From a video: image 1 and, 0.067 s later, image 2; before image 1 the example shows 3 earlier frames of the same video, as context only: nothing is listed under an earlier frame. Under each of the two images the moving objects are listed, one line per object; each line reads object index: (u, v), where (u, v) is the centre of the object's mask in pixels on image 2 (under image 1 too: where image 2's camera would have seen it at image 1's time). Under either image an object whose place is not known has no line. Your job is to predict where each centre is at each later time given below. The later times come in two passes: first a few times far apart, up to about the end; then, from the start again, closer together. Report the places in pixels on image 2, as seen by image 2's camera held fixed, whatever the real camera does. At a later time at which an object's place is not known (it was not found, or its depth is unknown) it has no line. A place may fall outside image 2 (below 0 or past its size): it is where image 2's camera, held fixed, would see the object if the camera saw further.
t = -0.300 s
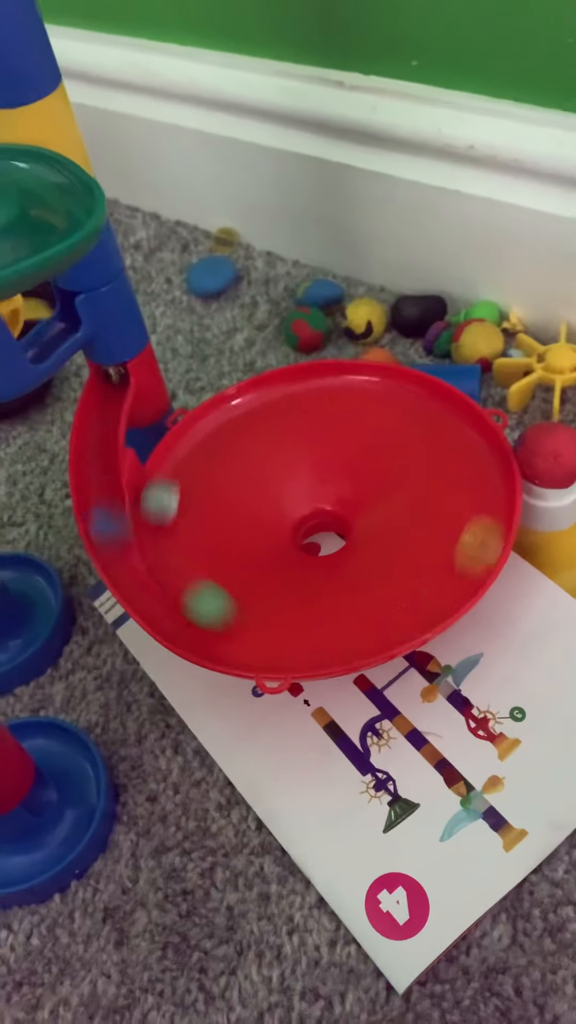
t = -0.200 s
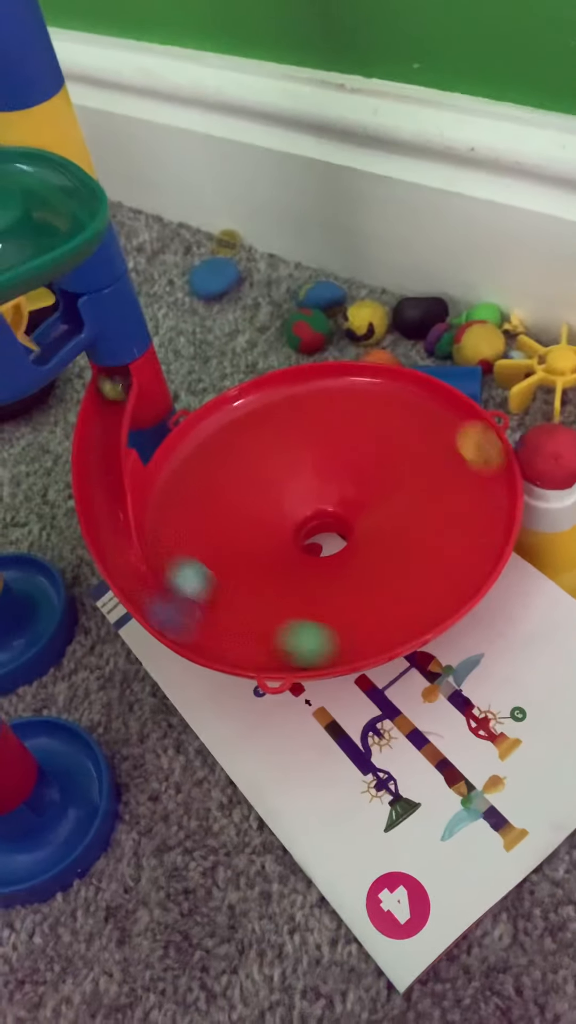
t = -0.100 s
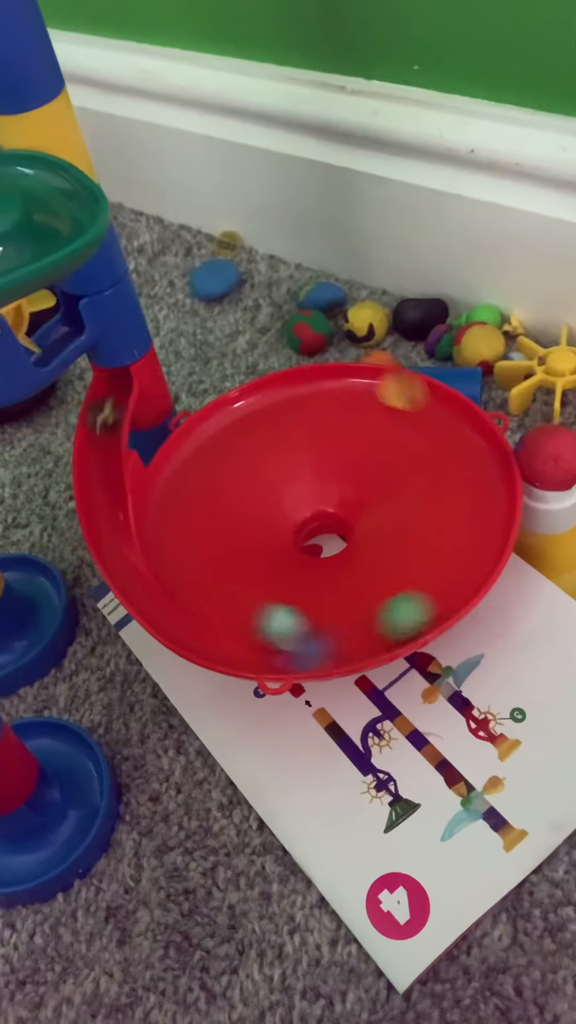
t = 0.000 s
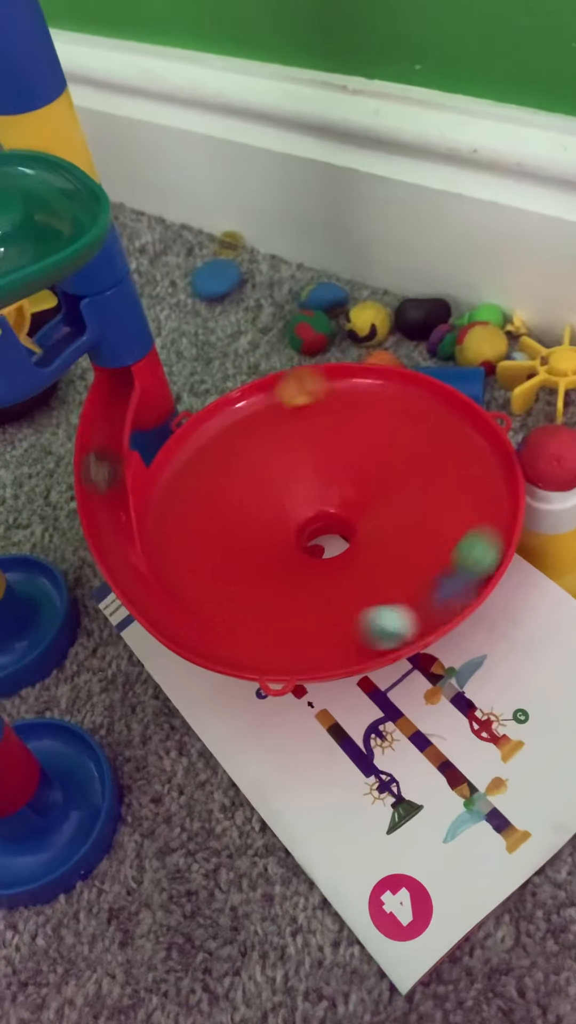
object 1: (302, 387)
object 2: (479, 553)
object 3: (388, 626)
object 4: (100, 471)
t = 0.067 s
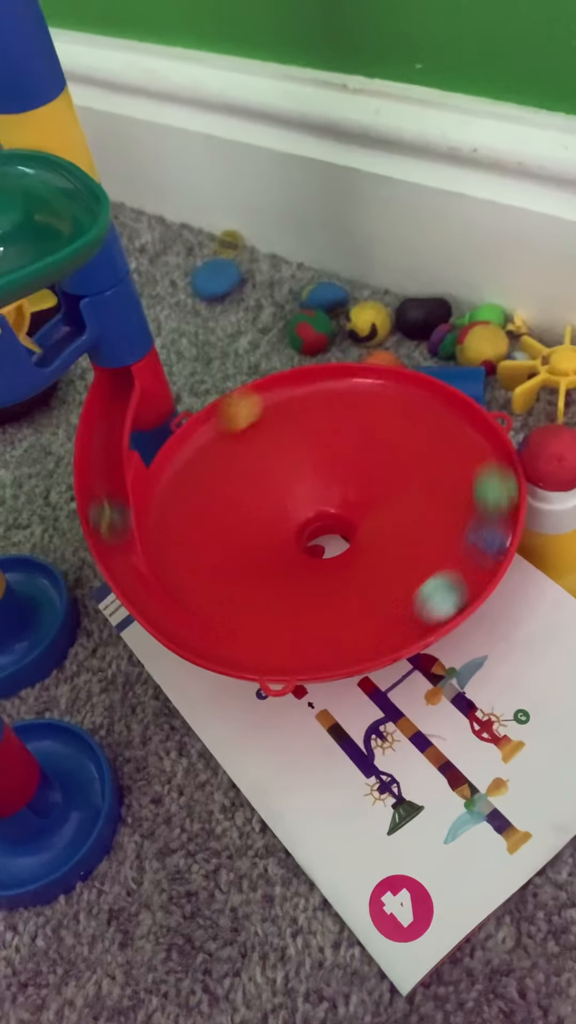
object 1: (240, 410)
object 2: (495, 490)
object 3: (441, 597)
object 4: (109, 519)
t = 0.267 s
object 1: (165, 552)
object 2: (369, 384)
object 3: (489, 463)
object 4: (281, 652)
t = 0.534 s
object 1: (388, 628)
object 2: (173, 478)
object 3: (336, 392)
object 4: (485, 450)
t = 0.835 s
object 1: (465, 425)
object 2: (304, 640)
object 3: (212, 523)
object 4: (217, 425)
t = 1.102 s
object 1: (274, 398)
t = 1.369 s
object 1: (188, 534)
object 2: (398, 391)
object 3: (404, 466)
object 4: (460, 579)
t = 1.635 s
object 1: (380, 616)
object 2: (228, 436)
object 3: (240, 474)
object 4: (444, 412)
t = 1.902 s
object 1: (478, 484)
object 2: (274, 594)
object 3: (333, 574)
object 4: (263, 404)
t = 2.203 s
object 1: (307, 416)
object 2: (482, 538)
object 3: (422, 458)
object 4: (215, 565)
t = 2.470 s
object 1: (222, 545)
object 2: (394, 427)
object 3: (269, 498)
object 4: (428, 596)
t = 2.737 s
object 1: (407, 586)
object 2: (222, 490)
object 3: (340, 584)
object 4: (466, 467)
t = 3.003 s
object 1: (460, 465)
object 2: (319, 598)
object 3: (377, 469)
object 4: (296, 431)
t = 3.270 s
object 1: (299, 451)
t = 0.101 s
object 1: (214, 430)
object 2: (490, 461)
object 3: (459, 575)
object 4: (117, 544)
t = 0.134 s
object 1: (190, 452)
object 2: (475, 435)
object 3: (474, 554)
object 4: (134, 575)
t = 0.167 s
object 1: (175, 474)
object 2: (454, 416)
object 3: (484, 531)
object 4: (160, 604)
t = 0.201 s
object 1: (165, 498)
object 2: (428, 399)
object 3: (491, 508)
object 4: (191, 630)
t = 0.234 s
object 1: (161, 526)
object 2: (400, 388)
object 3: (493, 483)
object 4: (235, 648)
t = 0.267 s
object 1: (165, 552)
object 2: (369, 384)
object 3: (489, 463)
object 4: (281, 652)
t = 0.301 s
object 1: (178, 577)
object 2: (337, 383)
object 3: (479, 445)
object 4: (330, 649)
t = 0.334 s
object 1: (198, 599)
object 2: (306, 385)
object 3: (465, 428)
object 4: (381, 634)
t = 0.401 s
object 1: (253, 633)
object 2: (250, 404)
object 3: (428, 406)
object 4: (460, 584)
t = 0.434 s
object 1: (288, 646)
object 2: (225, 419)
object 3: (406, 398)
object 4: (483, 549)
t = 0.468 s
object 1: (323, 650)
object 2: (204, 435)
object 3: (384, 392)
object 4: (496, 515)
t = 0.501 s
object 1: (357, 644)
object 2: (186, 456)
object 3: (360, 390)
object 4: (498, 481)
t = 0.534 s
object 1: (388, 628)
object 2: (173, 478)
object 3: (336, 392)
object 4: (485, 450)
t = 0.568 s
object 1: (419, 611)
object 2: (164, 499)
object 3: (314, 396)
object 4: (466, 425)
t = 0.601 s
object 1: (445, 590)
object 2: (161, 523)
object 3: (291, 403)
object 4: (441, 405)
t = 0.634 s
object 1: (469, 566)
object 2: (165, 546)
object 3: (269, 412)
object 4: (409, 393)
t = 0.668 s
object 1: (486, 541)
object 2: (175, 569)
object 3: (250, 426)
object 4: (376, 386)
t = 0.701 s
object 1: (494, 516)
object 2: (192, 590)
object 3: (236, 440)
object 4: (340, 384)
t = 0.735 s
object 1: (493, 489)
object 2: (213, 607)
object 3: (223, 459)
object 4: (305, 388)
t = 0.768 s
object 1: (487, 467)
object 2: (240, 622)
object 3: (213, 478)
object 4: (273, 394)
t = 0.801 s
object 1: (479, 444)
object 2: (270, 633)
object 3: (210, 502)
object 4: (243, 408)
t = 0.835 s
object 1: (465, 425)
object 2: (304, 640)
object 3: (212, 523)
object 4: (217, 425)
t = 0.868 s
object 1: (445, 411)
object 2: (339, 643)
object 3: (220, 545)
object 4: (195, 446)
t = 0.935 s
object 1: (400, 390)
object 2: (398, 622)
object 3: (254, 583)
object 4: (164, 493)
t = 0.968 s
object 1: (375, 384)
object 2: (425, 606)
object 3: (277, 595)
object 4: (159, 520)
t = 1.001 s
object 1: (349, 383)
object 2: (448, 587)
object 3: (303, 602)
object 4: (162, 545)
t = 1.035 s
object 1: (325, 385)
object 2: (467, 565)
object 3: (332, 606)
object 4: (173, 569)
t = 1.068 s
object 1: (299, 390)
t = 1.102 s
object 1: (274, 398)
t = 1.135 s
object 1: (253, 409)
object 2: (494, 495)
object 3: (397, 586)
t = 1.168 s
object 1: (234, 421)
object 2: (492, 473)
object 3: (414, 569)
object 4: (277, 641)
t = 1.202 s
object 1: (216, 435)
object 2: (485, 453)
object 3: (425, 553)
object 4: (309, 649)
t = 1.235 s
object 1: (202, 452)
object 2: (473, 434)
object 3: (431, 535)
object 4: (344, 646)
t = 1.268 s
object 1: (191, 472)
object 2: (458, 419)
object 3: (432, 517)
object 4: (377, 630)
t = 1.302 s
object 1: (187, 493)
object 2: (440, 408)
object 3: (429, 497)
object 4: (409, 618)
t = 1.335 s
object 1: (184, 512)
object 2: (419, 398)
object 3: (419, 480)
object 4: (436, 601)
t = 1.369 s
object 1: (188, 534)
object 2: (398, 391)
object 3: (404, 466)
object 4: (460, 579)
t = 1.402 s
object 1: (198, 556)
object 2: (375, 387)
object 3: (385, 454)
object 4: (481, 554)
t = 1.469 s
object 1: (233, 593)
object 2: (327, 387)
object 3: (340, 439)
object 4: (494, 507)
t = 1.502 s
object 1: (257, 607)
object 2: (303, 392)
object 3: (315, 440)
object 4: (492, 484)
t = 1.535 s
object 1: (287, 614)
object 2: (281, 400)
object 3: (293, 443)
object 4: (488, 460)
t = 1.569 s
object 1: (317, 620)
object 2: (262, 410)
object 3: (272, 450)
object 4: (479, 440)
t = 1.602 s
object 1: (349, 619)
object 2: (244, 422)
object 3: (255, 460)
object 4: (463, 424)
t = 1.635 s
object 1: (380, 616)
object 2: (228, 436)
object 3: (240, 474)
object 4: (444, 412)
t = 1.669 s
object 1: (410, 608)
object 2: (216, 455)
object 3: (232, 491)
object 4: (423, 401)
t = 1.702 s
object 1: (437, 597)
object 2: (208, 475)
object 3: (230, 508)
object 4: (401, 390)
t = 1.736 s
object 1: (461, 581)
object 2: (205, 497)
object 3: (233, 525)
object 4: (379, 384)
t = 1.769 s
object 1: (475, 564)
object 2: (206, 520)
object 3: (242, 542)
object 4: (355, 383)
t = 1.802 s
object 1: (482, 545)
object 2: (214, 543)
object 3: (259, 558)
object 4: (331, 384)
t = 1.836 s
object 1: (484, 524)
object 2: (229, 563)
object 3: (281, 569)
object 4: (307, 389)
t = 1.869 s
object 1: (483, 504)
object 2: (249, 582)
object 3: (305, 574)
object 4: (285, 396)
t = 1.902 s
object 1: (478, 484)
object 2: (274, 594)
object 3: (333, 574)
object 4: (263, 404)
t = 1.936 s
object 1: (469, 467)
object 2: (303, 603)
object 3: (363, 568)
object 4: (244, 415)
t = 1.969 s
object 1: (456, 450)
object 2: (332, 608)
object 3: (387, 558)
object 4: (227, 430)
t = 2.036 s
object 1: (422, 424)
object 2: (392, 603)
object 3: (422, 530)
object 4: (202, 462)
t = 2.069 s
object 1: (401, 417)
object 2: (420, 596)
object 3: (432, 513)
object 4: (193, 481)
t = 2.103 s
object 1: (381, 411)
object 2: (445, 586)
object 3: (437, 497)
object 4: (191, 503)
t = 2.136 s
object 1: (355, 409)
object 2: (466, 572)
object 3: (437, 483)
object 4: (194, 524)
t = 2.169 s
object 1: (331, 410)
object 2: (476, 556)
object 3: (432, 470)
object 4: (201, 545)
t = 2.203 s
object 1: (307, 416)
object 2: (482, 538)
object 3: (422, 458)
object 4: (215, 565)
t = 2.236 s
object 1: (285, 423)
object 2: (484, 521)
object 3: (410, 449)
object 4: (232, 584)
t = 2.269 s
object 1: (265, 434)
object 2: (482, 502)
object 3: (392, 445)
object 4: (255, 598)
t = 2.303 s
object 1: (246, 448)
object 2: (476, 486)
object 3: (373, 444)
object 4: (282, 607)
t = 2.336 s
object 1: (231, 465)
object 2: (466, 470)
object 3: (352, 447)
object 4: (313, 615)
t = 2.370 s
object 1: (223, 484)
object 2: (453, 455)
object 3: (328, 453)
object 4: (342, 615)
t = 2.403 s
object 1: (216, 504)
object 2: (437, 444)
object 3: (306, 464)
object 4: (371, 614)
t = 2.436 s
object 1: (217, 525)
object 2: (417, 434)
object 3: (284, 479)
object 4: (400, 606)
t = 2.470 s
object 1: (222, 545)
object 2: (394, 427)
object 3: (269, 498)
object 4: (428, 596)
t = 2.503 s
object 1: (237, 565)
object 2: (370, 423)
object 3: (258, 517)
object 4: (452, 586)
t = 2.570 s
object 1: (277, 593)
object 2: (319, 426)
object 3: (257, 553)
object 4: (478, 557)
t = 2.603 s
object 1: (301, 600)
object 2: (293, 433)
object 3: (268, 568)
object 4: (483, 538)
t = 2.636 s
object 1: (329, 603)
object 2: (270, 444)
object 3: (282, 578)
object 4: (484, 522)
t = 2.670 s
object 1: (356, 602)
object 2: (249, 457)
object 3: (299, 584)
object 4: (482, 501)
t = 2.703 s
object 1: (383, 595)
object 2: (234, 473)
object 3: (319, 587)
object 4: (477, 486)
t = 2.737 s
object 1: (407, 586)
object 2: (222, 490)
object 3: (340, 584)
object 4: (466, 467)
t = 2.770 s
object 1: (428, 573)
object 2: (216, 510)
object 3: (361, 577)
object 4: (452, 455)
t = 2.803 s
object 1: (446, 559)
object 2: (215, 529)
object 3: (375, 567)
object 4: (436, 443)
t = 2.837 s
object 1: (458, 543)
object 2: (220, 549)
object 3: (389, 553)
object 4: (416, 432)
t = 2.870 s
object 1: (467, 526)
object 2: (231, 565)
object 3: (399, 536)
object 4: (395, 425)
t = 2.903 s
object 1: (471, 510)
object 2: (247, 580)
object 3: (402, 516)
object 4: (369, 419)
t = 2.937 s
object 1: (472, 494)
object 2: (269, 590)
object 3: (399, 500)
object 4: (346, 421)
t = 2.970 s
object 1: (468, 479)
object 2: (293, 597)
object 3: (391, 484)
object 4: (322, 424)
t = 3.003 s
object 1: (460, 465)
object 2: (319, 598)
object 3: (377, 469)
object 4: (296, 431)
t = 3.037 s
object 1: (449, 454)
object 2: (346, 595)
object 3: (359, 458)
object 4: (272, 439)
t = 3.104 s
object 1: (415, 436)
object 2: (396, 576)
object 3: (318, 453)
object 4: (237, 467)
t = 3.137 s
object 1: (395, 432)
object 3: (298, 456)
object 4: (225, 486)
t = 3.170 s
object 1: (371, 431)
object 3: (280, 463)
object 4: (217, 504)
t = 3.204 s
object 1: (347, 433)
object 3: (265, 474)
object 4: (216, 523)
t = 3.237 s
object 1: (322, 441)
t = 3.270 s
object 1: (299, 451)
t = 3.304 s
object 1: (276, 465)
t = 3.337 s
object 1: (257, 482)
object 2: (443, 460)
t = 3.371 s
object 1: (243, 501)
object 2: (432, 446)
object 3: (283, 554)
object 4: (291, 596)
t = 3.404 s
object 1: (235, 521)
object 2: (418, 437)
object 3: (306, 561)
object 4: (316, 598)
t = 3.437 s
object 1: (233, 539)
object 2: (401, 429)
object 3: (331, 561)
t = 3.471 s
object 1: (238, 558)
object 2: (382, 425)
